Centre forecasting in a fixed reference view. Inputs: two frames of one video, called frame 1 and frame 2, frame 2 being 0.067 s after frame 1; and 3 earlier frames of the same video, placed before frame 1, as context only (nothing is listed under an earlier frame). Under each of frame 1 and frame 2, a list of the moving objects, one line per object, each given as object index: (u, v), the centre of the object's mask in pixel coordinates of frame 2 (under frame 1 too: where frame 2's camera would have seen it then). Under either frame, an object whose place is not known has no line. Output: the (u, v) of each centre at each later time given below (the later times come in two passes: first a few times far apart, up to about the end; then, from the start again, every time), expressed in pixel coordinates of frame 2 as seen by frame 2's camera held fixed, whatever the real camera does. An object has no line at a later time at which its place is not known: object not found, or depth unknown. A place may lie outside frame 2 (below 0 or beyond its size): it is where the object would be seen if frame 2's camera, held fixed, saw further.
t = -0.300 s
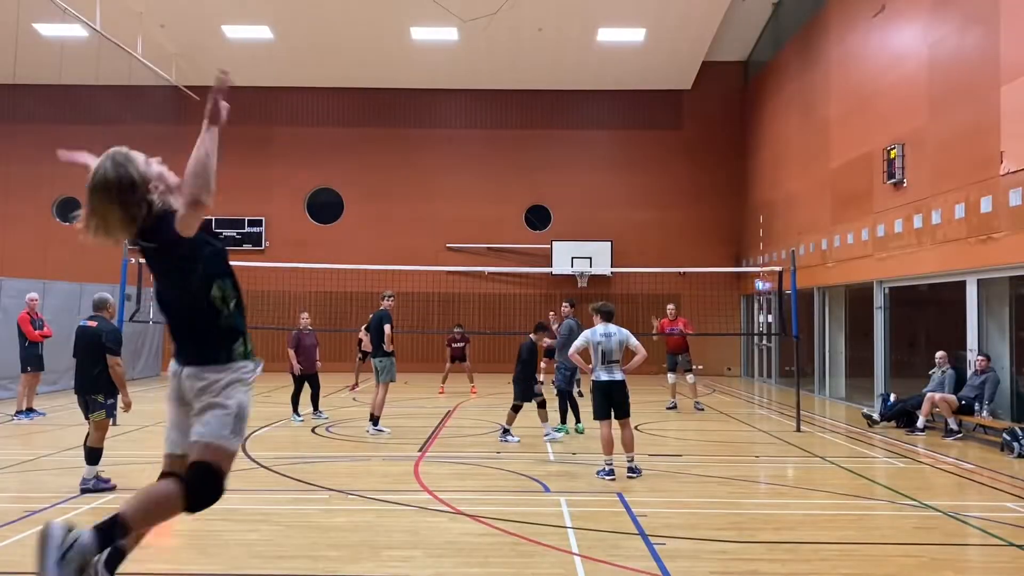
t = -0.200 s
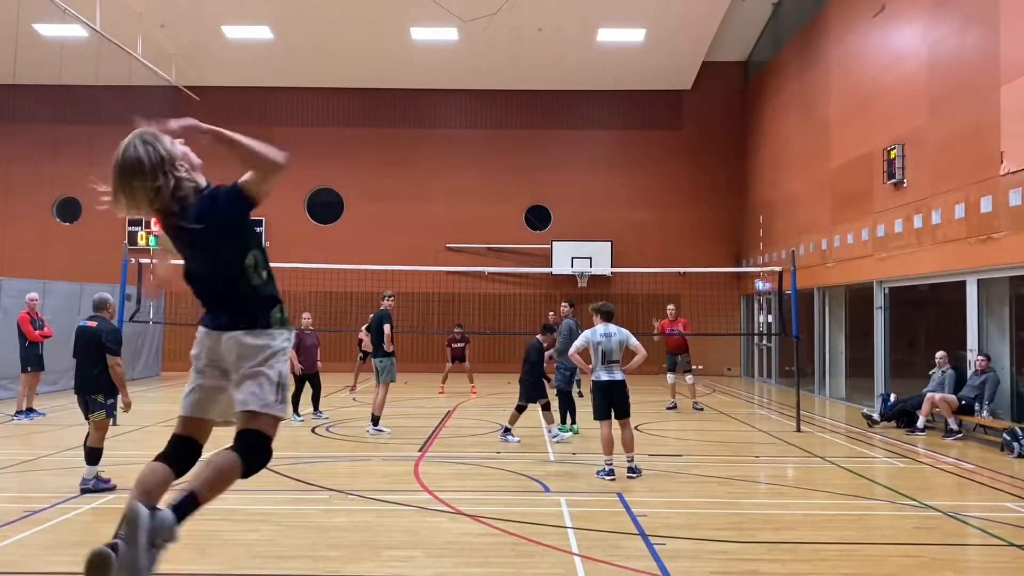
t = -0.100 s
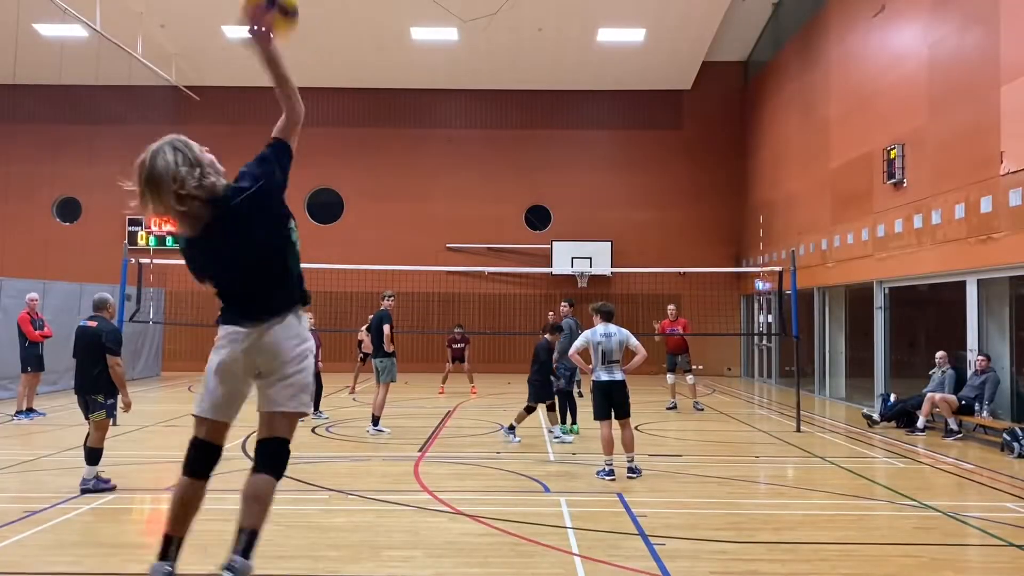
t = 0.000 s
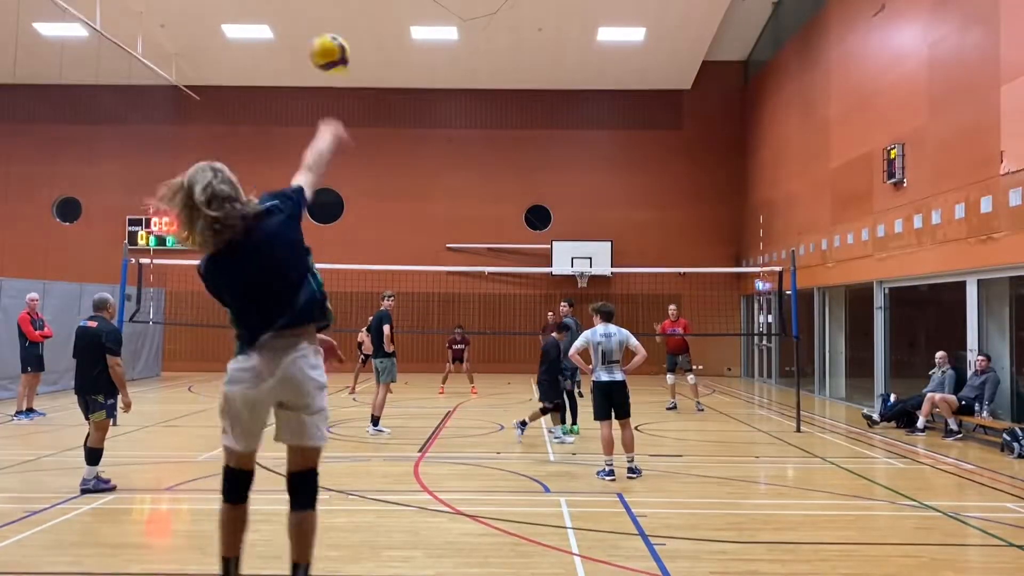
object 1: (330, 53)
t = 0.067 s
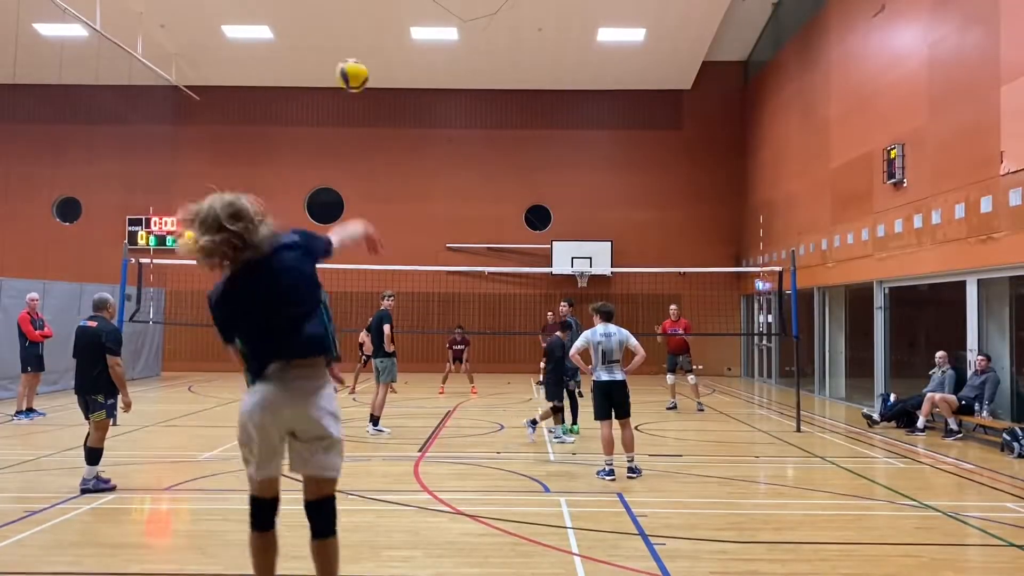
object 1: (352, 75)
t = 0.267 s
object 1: (381, 141)
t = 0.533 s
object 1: (392, 232)
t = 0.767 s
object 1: (393, 309)
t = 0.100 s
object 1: (360, 86)
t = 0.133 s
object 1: (366, 97)
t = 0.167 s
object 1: (371, 108)
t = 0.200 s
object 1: (376, 120)
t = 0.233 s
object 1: (379, 131)
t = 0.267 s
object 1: (381, 141)
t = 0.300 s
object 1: (384, 153)
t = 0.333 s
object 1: (386, 163)
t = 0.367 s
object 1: (388, 175)
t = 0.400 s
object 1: (389, 187)
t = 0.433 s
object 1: (390, 198)
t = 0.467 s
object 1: (391, 209)
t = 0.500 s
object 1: (392, 220)
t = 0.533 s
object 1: (392, 232)
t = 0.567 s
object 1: (392, 243)
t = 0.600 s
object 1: (393, 254)
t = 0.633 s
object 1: (393, 264)
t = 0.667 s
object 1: (392, 276)
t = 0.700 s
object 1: (392, 288)
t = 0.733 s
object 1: (393, 300)
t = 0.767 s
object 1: (393, 309)
